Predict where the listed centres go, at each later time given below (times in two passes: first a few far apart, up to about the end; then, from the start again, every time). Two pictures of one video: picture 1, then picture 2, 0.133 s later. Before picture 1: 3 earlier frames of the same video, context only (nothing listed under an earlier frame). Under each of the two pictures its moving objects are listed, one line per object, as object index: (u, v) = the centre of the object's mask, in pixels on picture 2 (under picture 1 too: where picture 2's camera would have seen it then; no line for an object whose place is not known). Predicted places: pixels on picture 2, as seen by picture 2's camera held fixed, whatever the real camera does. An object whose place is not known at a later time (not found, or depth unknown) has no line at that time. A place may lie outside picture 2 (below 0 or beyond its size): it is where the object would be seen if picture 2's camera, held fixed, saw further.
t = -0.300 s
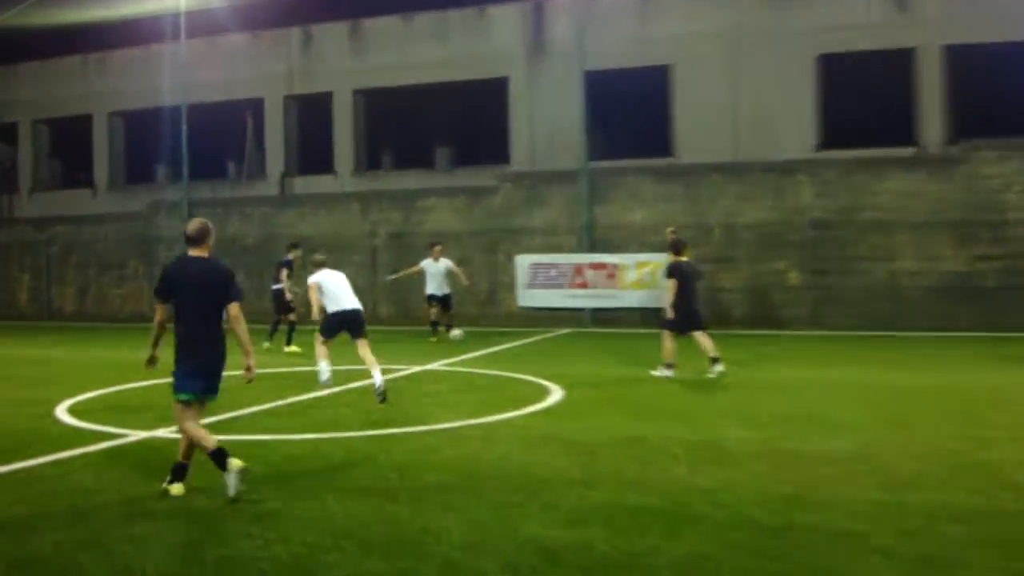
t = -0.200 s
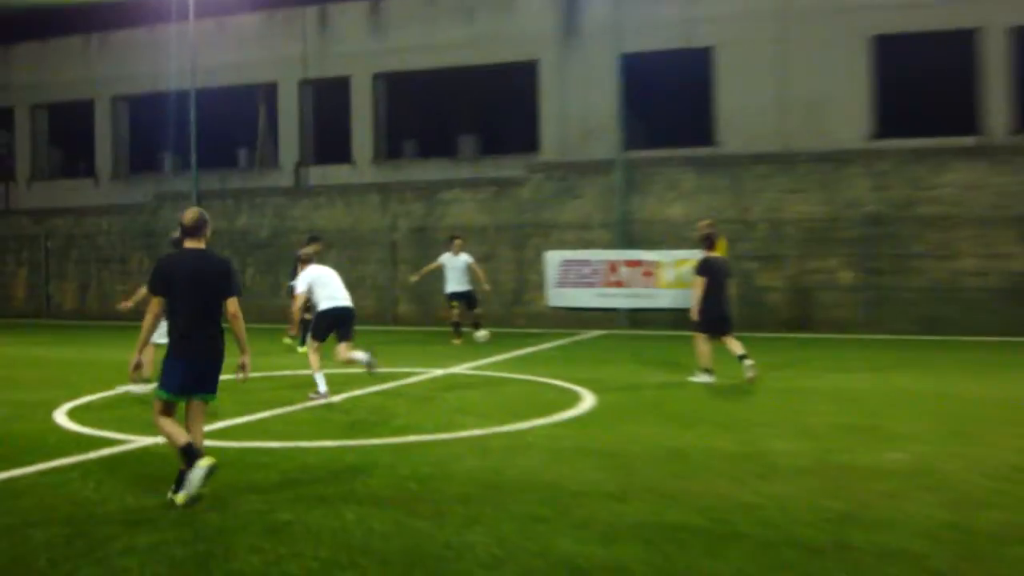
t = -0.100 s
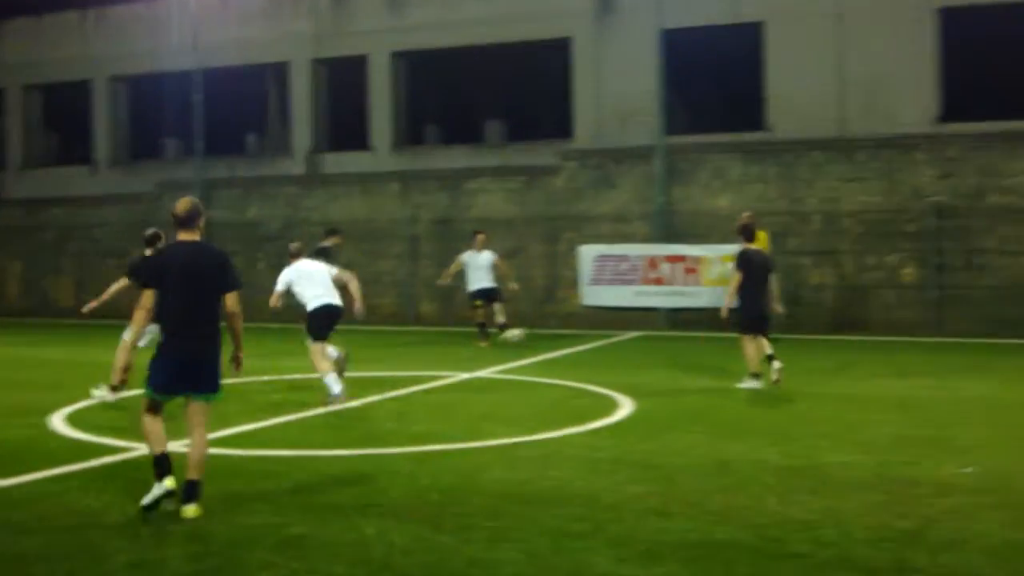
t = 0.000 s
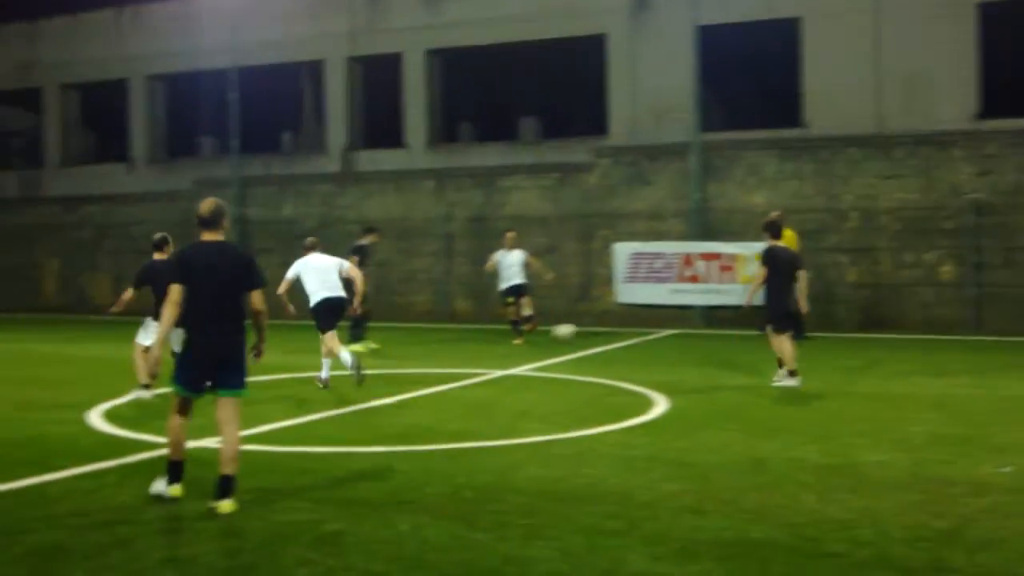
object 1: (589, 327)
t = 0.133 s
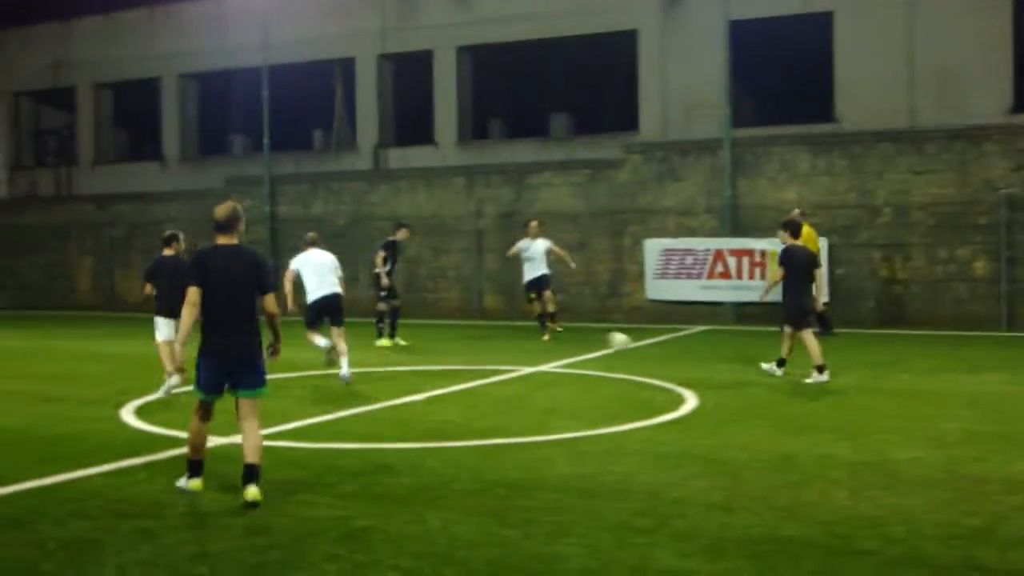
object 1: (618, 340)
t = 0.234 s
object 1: (643, 367)
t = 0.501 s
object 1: (727, 416)
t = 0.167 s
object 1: (627, 348)
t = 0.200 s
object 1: (635, 357)
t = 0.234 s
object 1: (643, 367)
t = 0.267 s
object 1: (652, 378)
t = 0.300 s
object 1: (663, 389)
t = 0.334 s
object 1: (670, 390)
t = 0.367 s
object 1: (679, 391)
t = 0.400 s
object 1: (691, 394)
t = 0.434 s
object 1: (701, 399)
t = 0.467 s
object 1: (713, 406)
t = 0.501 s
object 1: (727, 416)
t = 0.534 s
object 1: (742, 430)
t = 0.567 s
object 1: (760, 446)
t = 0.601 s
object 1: (776, 456)
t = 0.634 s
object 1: (790, 458)
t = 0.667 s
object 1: (806, 463)
